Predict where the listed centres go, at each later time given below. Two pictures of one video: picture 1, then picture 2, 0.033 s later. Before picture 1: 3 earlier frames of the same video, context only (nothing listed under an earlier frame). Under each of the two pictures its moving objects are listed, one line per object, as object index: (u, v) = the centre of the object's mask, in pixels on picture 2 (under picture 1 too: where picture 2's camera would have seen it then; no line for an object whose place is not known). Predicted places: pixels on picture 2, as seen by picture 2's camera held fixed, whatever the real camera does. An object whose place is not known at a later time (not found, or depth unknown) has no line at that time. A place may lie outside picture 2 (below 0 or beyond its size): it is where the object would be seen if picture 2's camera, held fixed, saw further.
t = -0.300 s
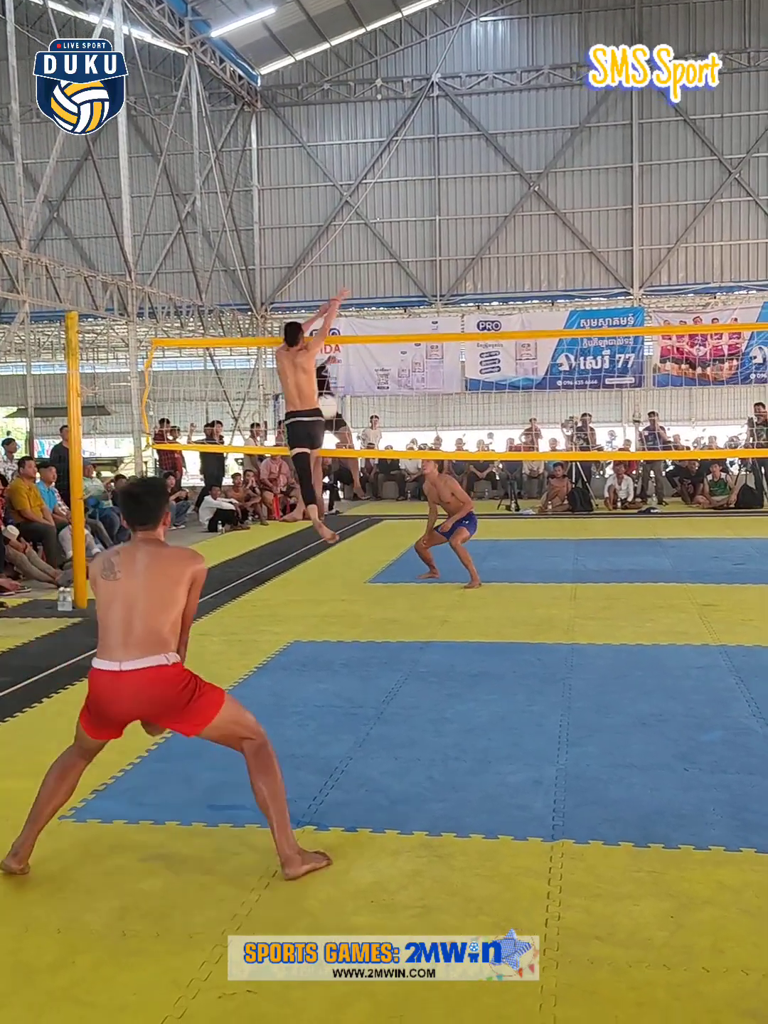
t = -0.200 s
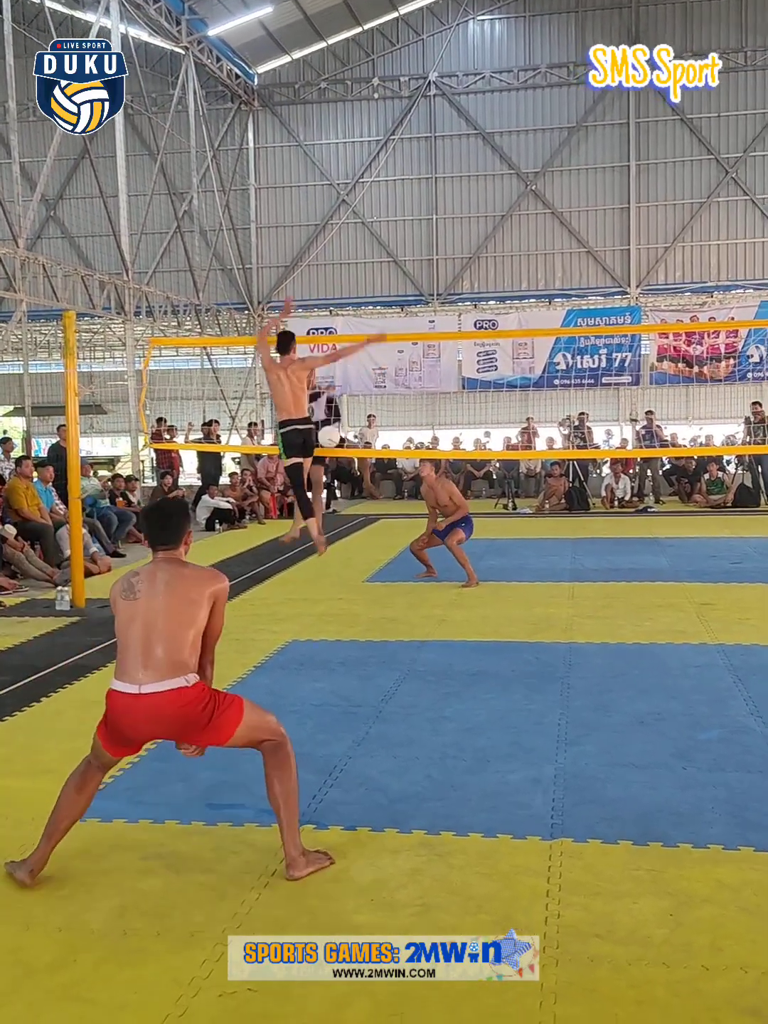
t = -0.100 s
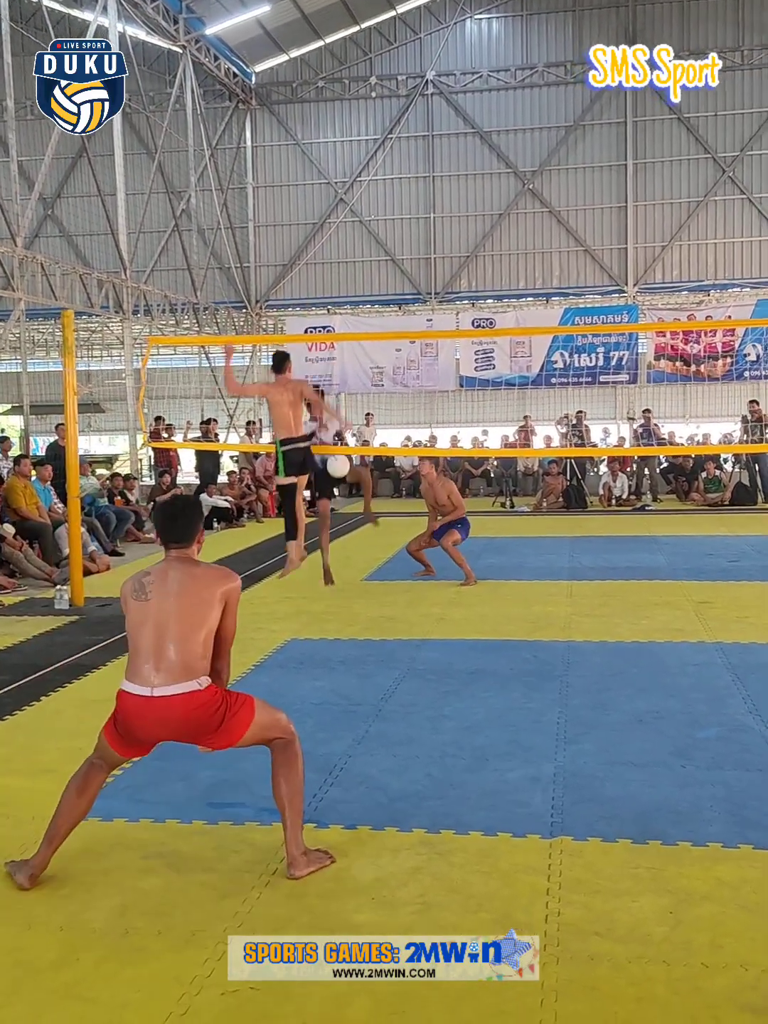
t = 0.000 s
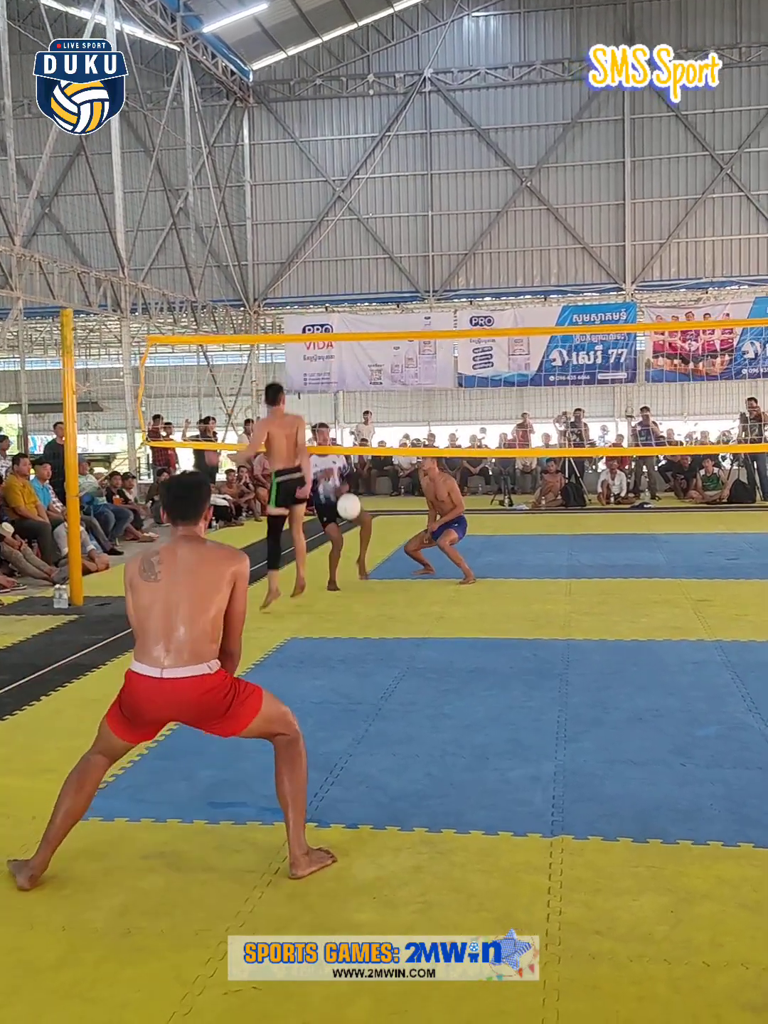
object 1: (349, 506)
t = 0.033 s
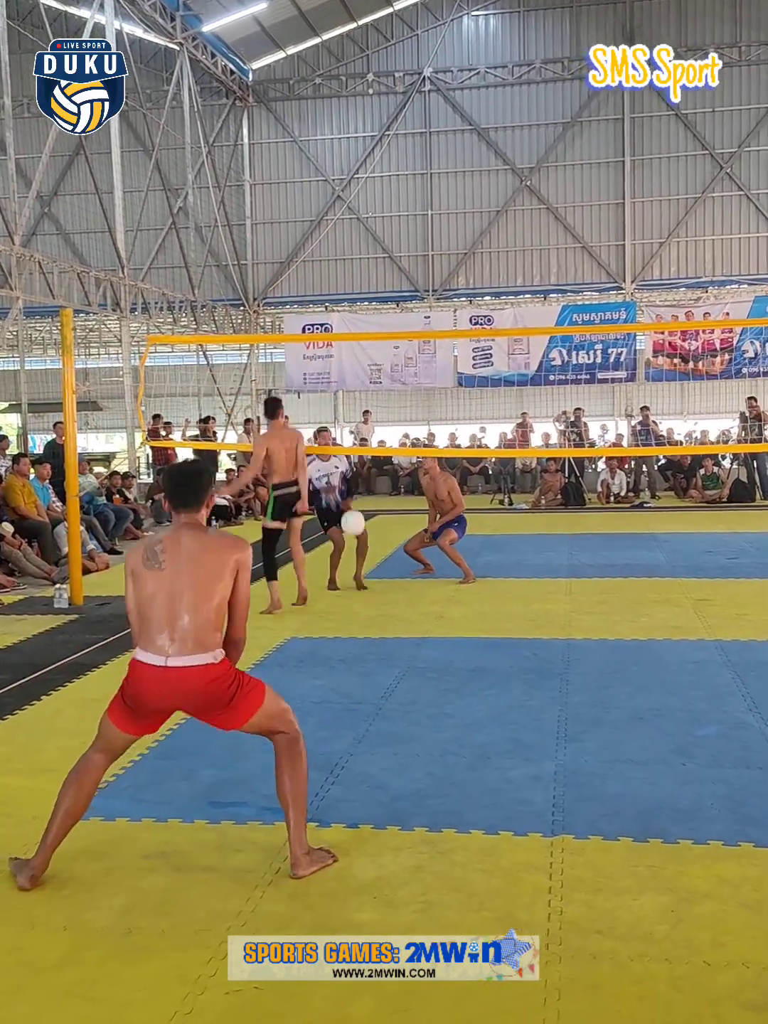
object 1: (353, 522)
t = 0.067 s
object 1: (357, 541)
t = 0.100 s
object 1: (362, 561)
